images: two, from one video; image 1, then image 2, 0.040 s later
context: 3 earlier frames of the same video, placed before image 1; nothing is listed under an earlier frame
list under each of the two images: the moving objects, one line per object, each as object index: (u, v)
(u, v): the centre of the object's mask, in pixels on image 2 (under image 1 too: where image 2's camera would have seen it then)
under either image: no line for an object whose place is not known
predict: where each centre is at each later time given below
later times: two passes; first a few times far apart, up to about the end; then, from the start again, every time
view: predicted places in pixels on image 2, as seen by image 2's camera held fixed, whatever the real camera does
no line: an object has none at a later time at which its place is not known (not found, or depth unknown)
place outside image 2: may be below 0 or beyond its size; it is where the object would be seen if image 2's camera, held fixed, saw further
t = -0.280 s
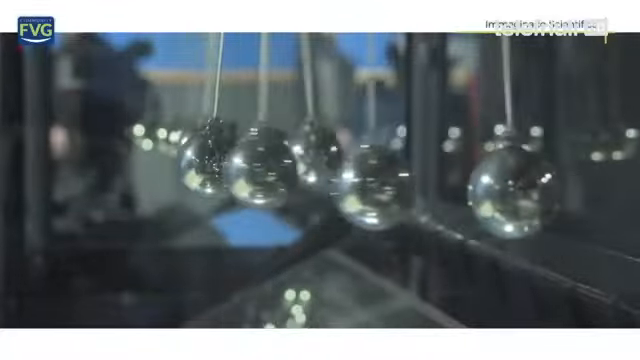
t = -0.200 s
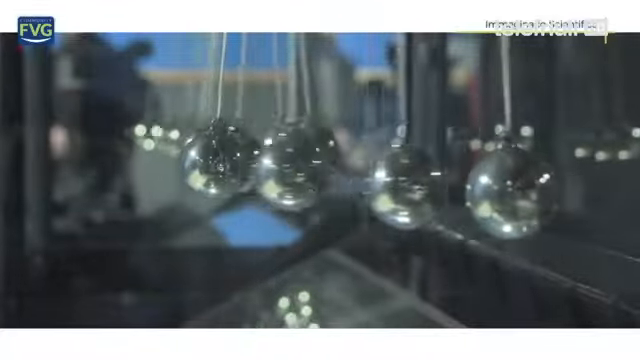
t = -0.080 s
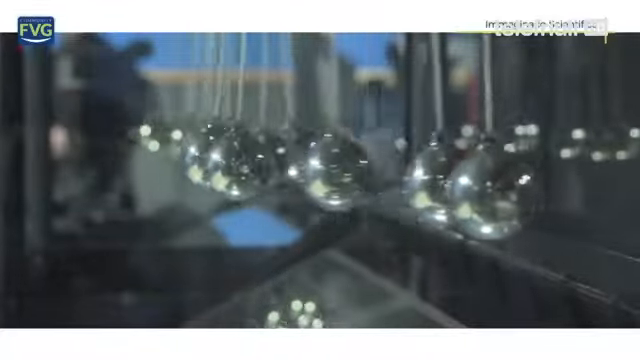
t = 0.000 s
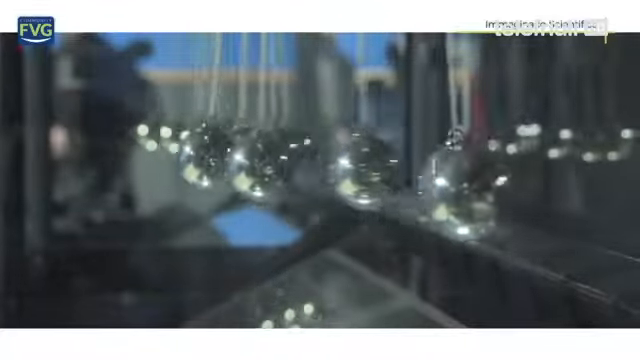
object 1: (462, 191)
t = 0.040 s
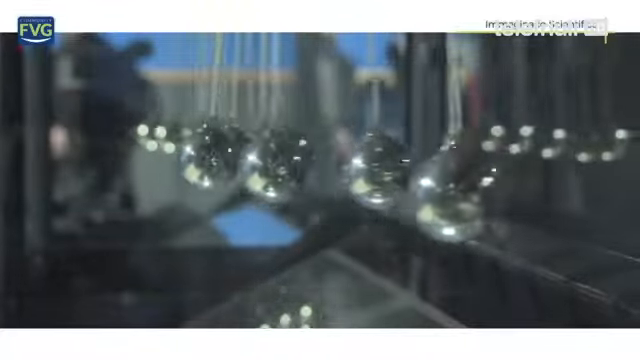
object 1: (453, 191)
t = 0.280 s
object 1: (346, 191)
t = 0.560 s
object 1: (236, 194)
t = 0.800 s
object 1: (214, 192)
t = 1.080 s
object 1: (289, 193)
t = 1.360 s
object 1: (415, 197)
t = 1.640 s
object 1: (501, 194)
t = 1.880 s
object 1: (498, 194)
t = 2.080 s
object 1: (437, 195)
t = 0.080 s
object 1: (437, 197)
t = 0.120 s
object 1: (418, 197)
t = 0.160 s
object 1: (399, 197)
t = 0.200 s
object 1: (382, 197)
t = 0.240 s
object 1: (364, 199)
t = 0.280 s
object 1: (346, 191)
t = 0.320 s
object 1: (327, 198)
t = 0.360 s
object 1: (308, 197)
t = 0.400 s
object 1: (293, 190)
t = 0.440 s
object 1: (278, 195)
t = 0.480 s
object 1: (261, 195)
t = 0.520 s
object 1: (248, 193)
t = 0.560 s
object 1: (236, 194)
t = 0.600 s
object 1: (227, 193)
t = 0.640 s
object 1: (219, 193)
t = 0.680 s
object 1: (214, 194)
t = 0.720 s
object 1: (212, 194)
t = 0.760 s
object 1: (211, 193)
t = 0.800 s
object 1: (214, 192)
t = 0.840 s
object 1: (221, 190)
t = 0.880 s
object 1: (232, 186)
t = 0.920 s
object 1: (235, 189)
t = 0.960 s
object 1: (250, 190)
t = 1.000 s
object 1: (258, 192)
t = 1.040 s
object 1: (276, 194)
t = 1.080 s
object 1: (289, 193)
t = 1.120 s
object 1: (307, 194)
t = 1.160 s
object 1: (322, 196)
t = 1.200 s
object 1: (341, 198)
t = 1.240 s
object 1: (359, 198)
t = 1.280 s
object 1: (376, 198)
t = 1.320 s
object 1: (393, 200)
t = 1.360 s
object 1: (415, 197)
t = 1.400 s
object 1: (433, 196)
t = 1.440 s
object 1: (448, 195)
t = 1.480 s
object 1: (459, 195)
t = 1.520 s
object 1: (474, 194)
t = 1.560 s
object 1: (487, 191)
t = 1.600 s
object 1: (494, 193)
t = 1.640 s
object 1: (501, 194)
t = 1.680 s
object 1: (508, 193)
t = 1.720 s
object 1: (510, 192)
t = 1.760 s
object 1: (509, 193)
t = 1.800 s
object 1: (507, 194)
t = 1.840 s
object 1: (504, 194)
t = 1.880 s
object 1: (498, 194)
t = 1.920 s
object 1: (489, 194)
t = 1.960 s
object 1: (476, 196)
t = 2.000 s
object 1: (464, 193)
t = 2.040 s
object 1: (451, 194)
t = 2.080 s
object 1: (437, 195)
